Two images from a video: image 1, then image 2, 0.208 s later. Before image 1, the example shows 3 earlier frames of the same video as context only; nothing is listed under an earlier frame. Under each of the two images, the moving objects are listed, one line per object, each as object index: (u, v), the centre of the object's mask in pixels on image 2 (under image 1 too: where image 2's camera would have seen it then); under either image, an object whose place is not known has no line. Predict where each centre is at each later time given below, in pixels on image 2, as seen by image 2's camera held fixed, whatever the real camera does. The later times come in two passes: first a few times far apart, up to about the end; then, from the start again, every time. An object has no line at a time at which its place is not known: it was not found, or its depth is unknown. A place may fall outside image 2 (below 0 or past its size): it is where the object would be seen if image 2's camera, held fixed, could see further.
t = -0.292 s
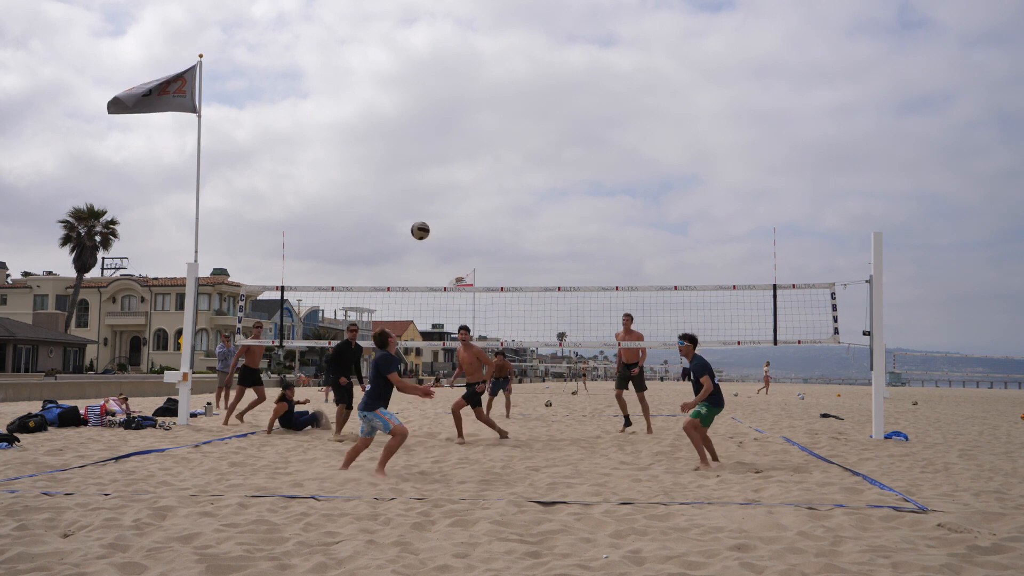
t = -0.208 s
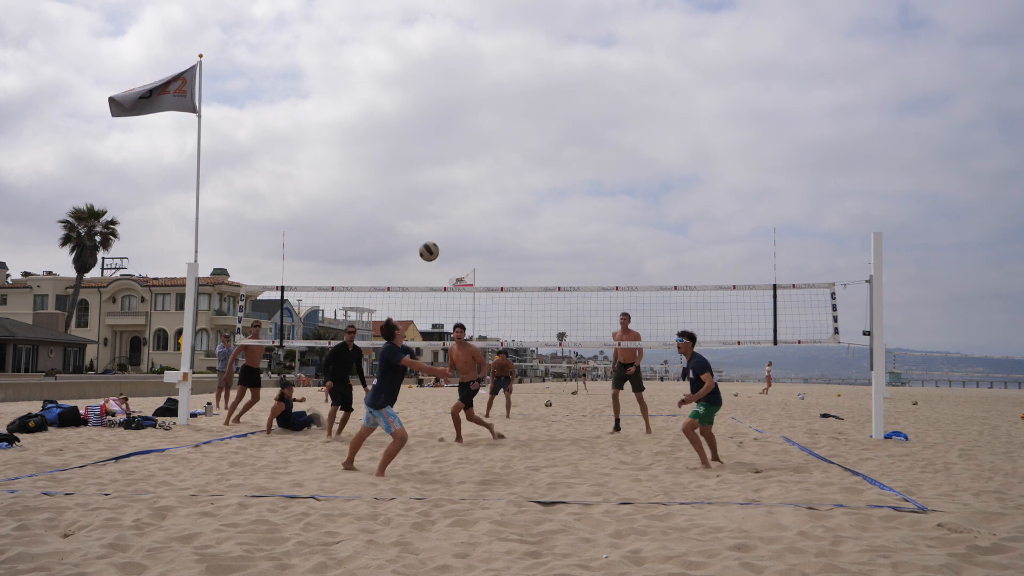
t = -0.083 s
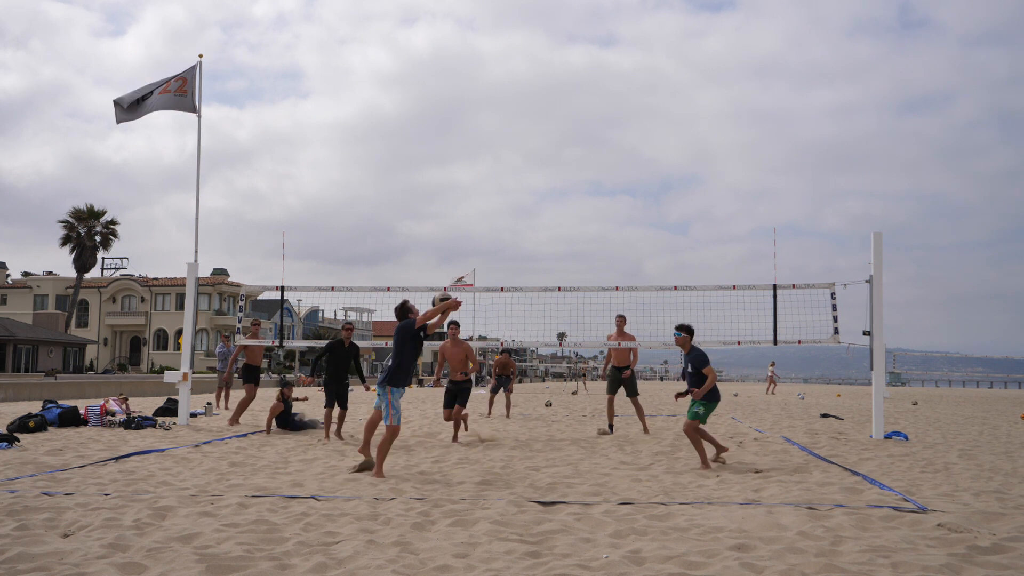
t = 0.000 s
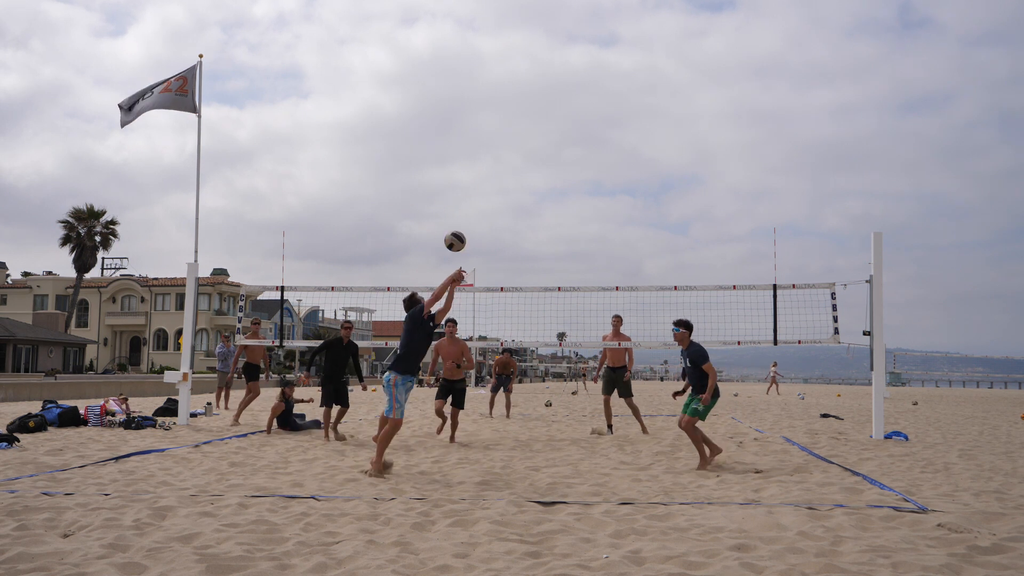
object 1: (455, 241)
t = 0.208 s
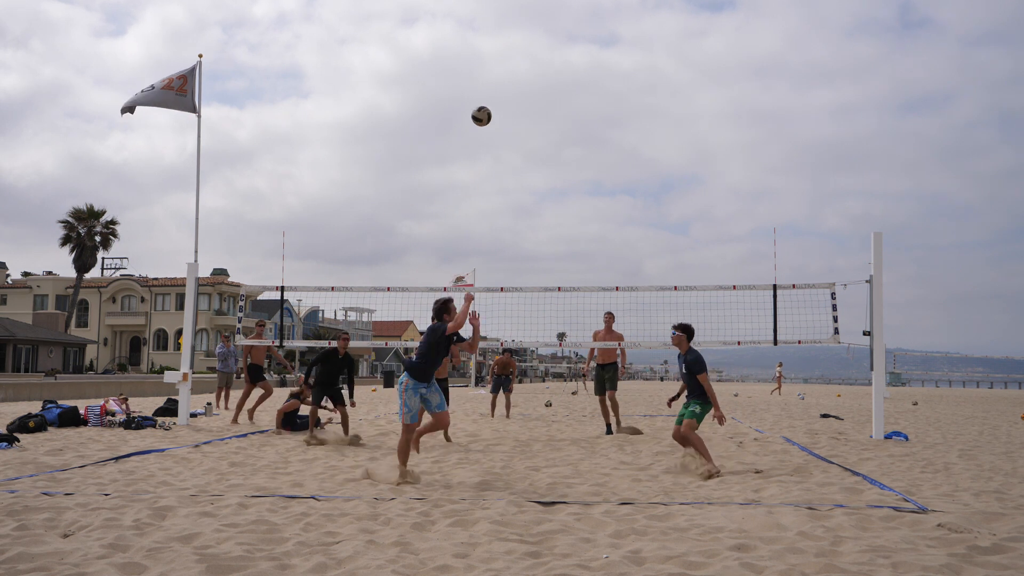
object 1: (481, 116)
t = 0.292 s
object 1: (491, 81)
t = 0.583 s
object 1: (517, 15)
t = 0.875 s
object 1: (536, 21)
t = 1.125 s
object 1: (548, 77)
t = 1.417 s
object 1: (556, 194)
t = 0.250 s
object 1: (486, 97)
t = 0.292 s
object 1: (491, 81)
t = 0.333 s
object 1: (495, 66)
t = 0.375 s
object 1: (499, 53)
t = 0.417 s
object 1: (503, 42)
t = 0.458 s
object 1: (507, 33)
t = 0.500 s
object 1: (511, 25)
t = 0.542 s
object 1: (514, 19)
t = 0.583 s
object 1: (517, 15)
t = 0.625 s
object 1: (520, 11)
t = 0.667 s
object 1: (523, 9)
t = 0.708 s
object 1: (526, 9)
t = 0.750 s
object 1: (528, 10)
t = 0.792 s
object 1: (531, 12)
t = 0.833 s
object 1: (533, 16)
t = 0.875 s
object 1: (536, 21)
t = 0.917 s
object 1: (538, 27)
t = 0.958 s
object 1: (540, 35)
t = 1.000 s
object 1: (542, 43)
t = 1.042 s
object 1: (544, 53)
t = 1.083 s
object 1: (546, 65)
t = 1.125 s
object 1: (548, 77)
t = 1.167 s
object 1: (549, 91)
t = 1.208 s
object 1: (551, 105)
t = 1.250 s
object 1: (552, 121)
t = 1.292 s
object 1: (553, 138)
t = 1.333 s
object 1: (554, 155)
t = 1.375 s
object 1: (555, 174)
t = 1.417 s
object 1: (556, 194)
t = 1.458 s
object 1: (557, 215)
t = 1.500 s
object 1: (557, 237)
